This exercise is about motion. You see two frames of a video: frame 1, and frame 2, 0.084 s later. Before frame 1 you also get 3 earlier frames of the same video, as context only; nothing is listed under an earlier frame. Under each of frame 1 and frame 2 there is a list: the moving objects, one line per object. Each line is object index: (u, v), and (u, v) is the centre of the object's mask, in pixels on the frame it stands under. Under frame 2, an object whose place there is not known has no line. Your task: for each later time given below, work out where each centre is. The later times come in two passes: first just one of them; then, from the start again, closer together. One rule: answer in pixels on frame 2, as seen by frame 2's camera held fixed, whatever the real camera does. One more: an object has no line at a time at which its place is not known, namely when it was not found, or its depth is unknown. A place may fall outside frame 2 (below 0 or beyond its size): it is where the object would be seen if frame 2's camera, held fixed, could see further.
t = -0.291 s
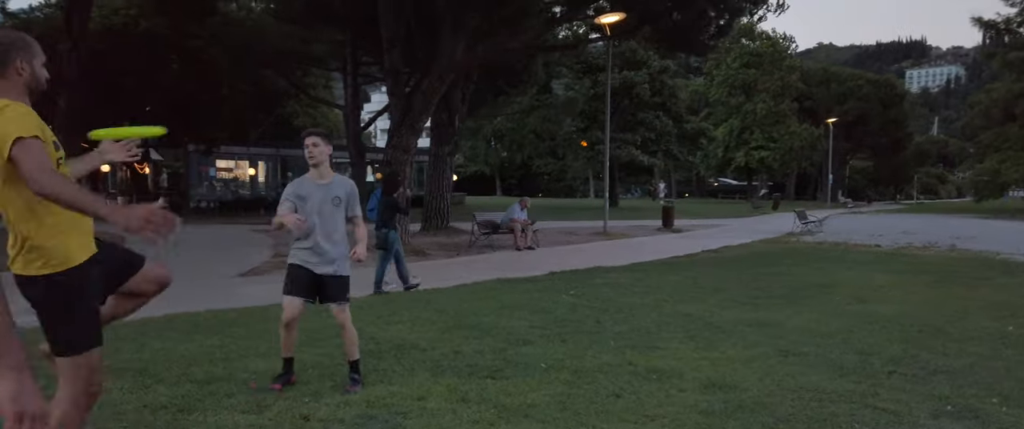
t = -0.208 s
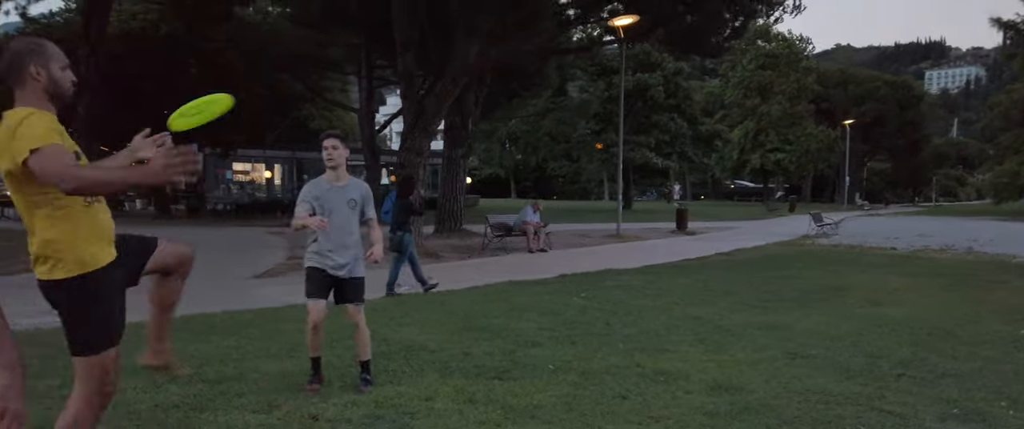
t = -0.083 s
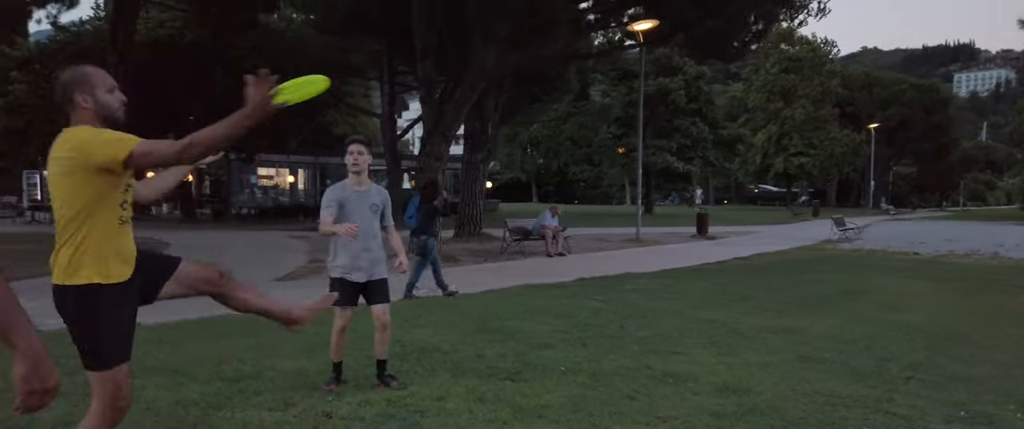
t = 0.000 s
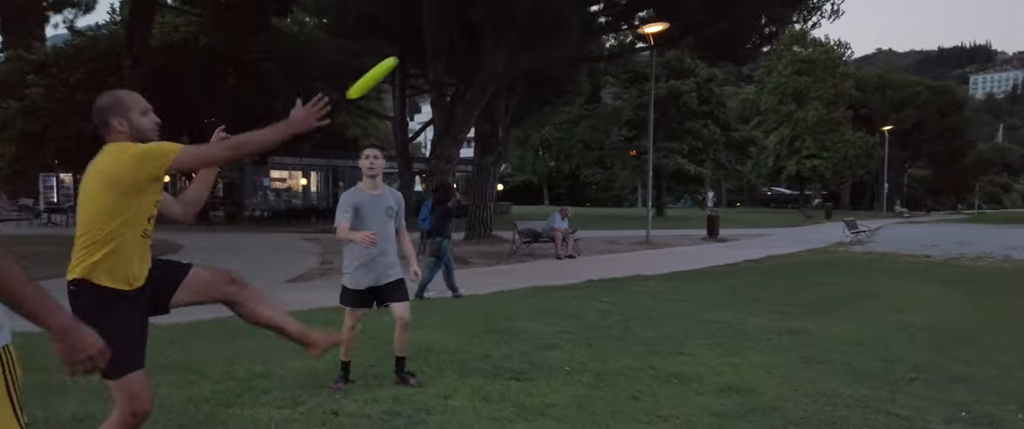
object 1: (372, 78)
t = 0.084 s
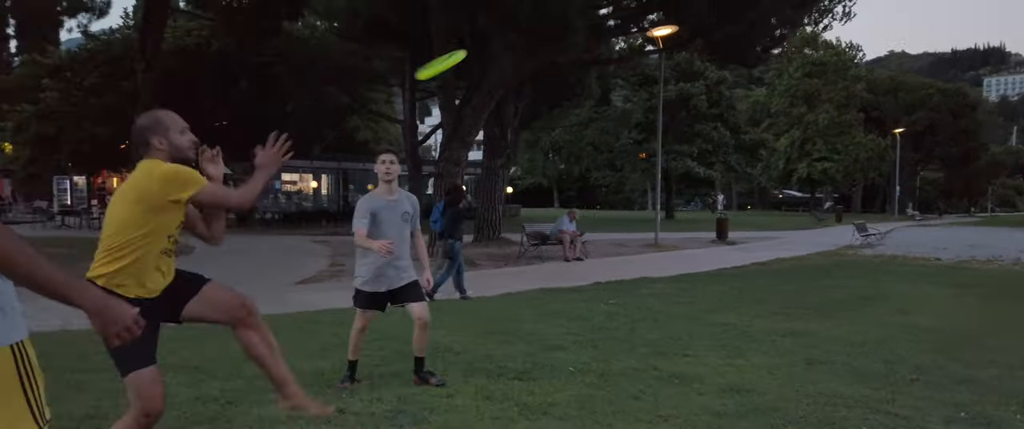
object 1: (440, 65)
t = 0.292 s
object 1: (528, 37)
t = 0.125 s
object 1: (468, 55)
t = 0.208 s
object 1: (504, 43)
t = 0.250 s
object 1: (514, 40)
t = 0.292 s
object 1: (528, 37)
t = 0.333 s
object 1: (537, 35)
